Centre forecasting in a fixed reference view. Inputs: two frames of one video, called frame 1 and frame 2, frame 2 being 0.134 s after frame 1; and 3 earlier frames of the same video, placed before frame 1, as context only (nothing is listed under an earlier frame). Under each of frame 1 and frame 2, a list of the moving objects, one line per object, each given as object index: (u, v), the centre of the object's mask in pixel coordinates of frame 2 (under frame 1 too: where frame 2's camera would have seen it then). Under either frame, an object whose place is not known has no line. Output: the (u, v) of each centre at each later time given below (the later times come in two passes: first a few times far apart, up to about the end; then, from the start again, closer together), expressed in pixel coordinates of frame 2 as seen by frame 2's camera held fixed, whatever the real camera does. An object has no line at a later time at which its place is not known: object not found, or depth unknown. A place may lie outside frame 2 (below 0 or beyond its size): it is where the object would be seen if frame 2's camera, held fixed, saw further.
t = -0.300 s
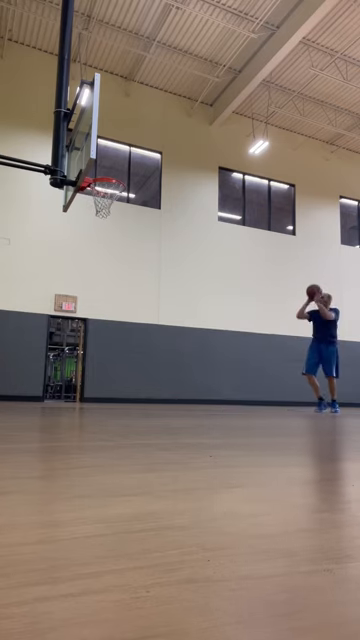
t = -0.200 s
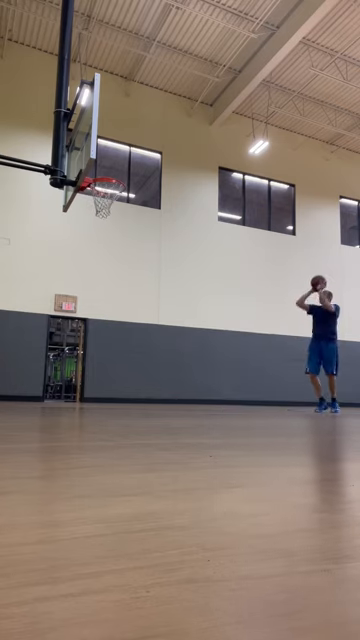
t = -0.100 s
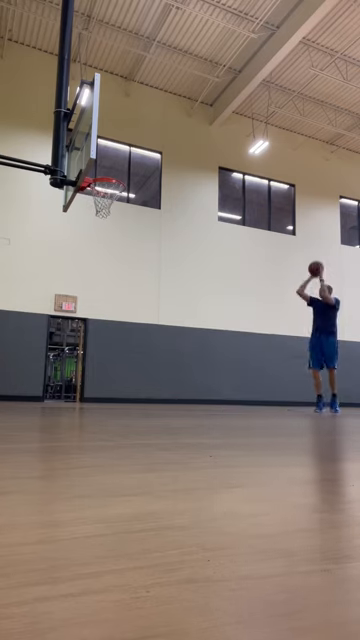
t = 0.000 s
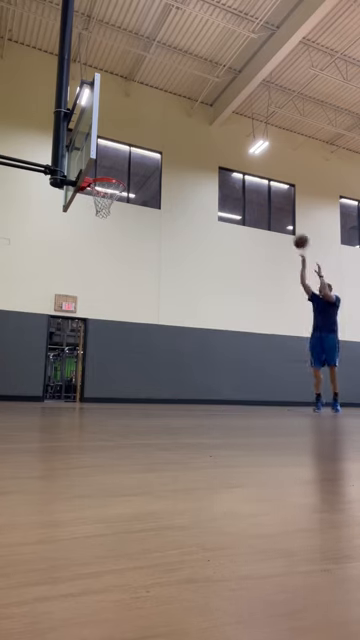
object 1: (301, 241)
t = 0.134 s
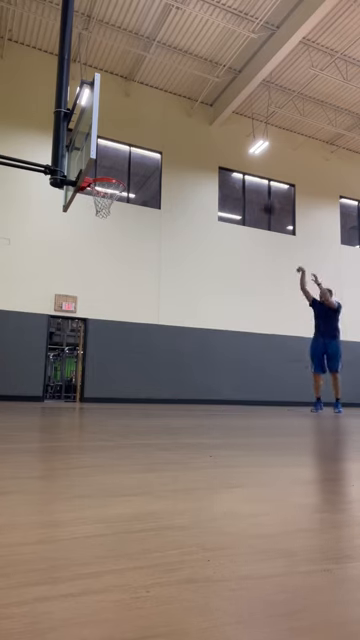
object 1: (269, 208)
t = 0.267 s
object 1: (236, 182)
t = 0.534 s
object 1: (170, 164)
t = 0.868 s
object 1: (93, 204)
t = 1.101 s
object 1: (92, 260)
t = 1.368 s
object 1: (86, 377)
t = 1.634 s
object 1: (112, 323)
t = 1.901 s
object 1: (141, 283)
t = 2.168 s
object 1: (166, 293)
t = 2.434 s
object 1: (188, 353)
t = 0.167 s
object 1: (261, 201)
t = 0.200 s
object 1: (252, 194)
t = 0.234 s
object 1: (244, 188)
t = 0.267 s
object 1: (236, 182)
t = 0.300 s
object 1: (228, 178)
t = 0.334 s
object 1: (220, 174)
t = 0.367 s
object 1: (212, 170)
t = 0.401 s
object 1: (203, 167)
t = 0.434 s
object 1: (195, 166)
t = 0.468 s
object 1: (186, 164)
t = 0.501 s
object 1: (178, 164)
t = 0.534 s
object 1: (170, 164)
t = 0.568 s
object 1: (161, 165)
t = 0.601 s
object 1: (152, 166)
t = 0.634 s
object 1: (142, 169)
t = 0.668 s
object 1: (133, 172)
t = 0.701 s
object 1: (122, 175)
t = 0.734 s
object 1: (111, 185)
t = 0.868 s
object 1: (93, 204)
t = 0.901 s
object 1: (93, 210)
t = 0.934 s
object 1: (93, 216)
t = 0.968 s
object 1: (93, 223)
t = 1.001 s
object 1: (93, 231)
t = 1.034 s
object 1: (93, 240)
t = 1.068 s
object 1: (92, 250)
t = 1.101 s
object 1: (92, 260)
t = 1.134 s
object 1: (92, 271)
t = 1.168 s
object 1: (91, 283)
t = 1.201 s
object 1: (91, 296)
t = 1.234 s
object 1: (90, 310)
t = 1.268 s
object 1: (88, 326)
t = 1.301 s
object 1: (87, 343)
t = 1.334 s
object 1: (87, 360)
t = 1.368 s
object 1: (86, 377)
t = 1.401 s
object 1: (85, 395)
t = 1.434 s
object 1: (87, 393)
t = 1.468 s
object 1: (92, 378)
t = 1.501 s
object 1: (97, 366)
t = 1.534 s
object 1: (100, 353)
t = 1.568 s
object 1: (104, 343)
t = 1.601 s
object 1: (108, 333)
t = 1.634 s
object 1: (112, 323)
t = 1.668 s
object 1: (116, 315)
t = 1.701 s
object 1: (120, 308)
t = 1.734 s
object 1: (124, 301)
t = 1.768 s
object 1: (127, 296)
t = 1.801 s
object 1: (131, 292)
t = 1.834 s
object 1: (134, 288)
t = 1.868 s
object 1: (137, 285)
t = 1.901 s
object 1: (141, 283)
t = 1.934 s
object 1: (144, 281)
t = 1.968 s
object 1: (147, 280)
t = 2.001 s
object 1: (150, 281)
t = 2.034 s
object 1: (154, 281)
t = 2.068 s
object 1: (157, 283)
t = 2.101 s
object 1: (160, 286)
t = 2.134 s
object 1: (163, 289)
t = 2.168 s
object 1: (166, 293)
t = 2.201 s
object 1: (169, 297)
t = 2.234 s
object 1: (172, 303)
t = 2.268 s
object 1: (175, 309)
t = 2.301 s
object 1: (178, 316)
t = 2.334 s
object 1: (181, 324)
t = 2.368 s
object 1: (183, 333)
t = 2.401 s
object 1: (186, 343)
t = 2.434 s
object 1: (188, 353)
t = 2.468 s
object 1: (191, 364)
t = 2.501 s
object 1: (193, 375)
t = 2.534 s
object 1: (196, 388)
